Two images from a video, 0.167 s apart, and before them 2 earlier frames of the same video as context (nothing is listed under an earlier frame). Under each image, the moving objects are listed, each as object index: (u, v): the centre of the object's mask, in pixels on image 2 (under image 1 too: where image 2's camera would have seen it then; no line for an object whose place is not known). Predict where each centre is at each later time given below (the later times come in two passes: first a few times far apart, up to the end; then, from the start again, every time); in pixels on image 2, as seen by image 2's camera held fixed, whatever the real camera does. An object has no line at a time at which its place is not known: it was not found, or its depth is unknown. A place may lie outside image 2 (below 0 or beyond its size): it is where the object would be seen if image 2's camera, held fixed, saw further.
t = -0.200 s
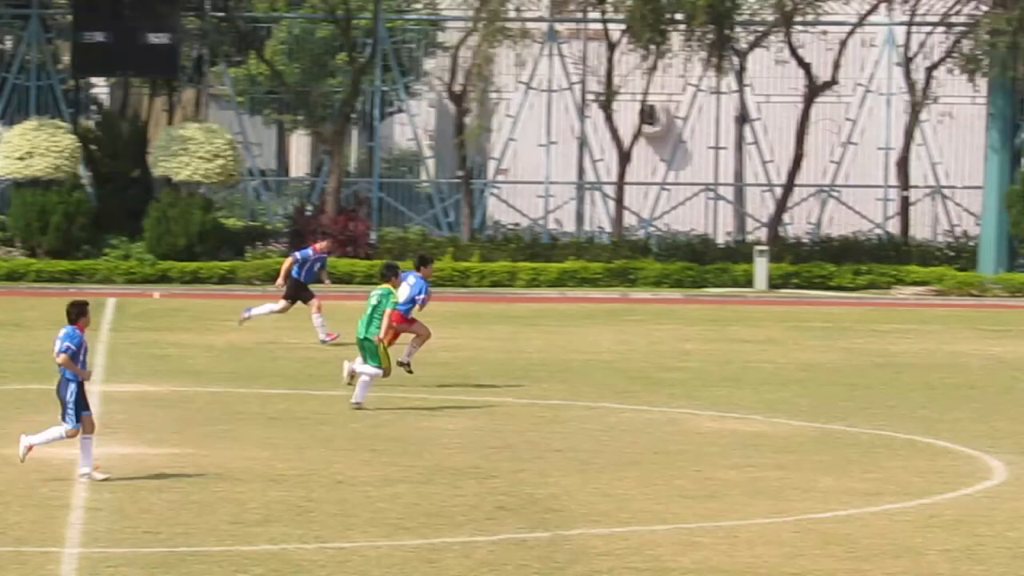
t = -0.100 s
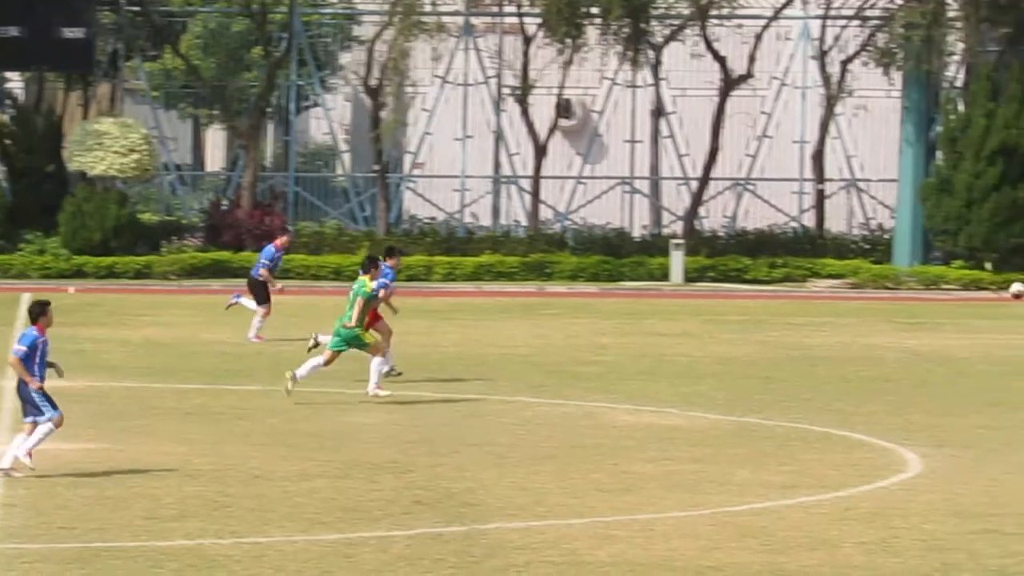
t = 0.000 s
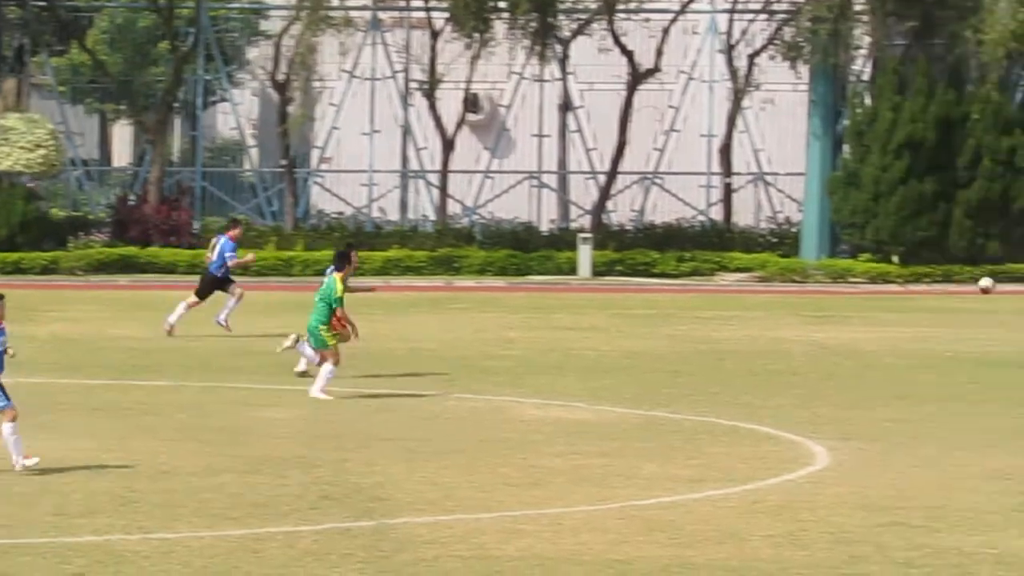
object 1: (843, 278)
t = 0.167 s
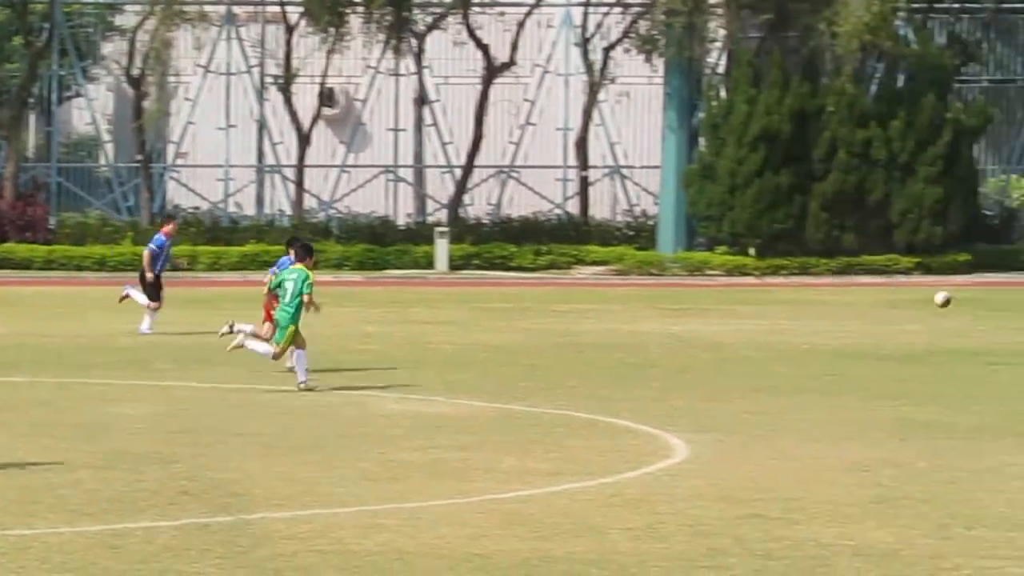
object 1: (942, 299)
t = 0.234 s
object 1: (980, 315)
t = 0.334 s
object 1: (1037, 343)
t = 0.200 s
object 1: (961, 306)
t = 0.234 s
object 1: (980, 315)
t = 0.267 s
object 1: (1000, 323)
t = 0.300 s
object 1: (1019, 332)
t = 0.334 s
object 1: (1037, 343)
